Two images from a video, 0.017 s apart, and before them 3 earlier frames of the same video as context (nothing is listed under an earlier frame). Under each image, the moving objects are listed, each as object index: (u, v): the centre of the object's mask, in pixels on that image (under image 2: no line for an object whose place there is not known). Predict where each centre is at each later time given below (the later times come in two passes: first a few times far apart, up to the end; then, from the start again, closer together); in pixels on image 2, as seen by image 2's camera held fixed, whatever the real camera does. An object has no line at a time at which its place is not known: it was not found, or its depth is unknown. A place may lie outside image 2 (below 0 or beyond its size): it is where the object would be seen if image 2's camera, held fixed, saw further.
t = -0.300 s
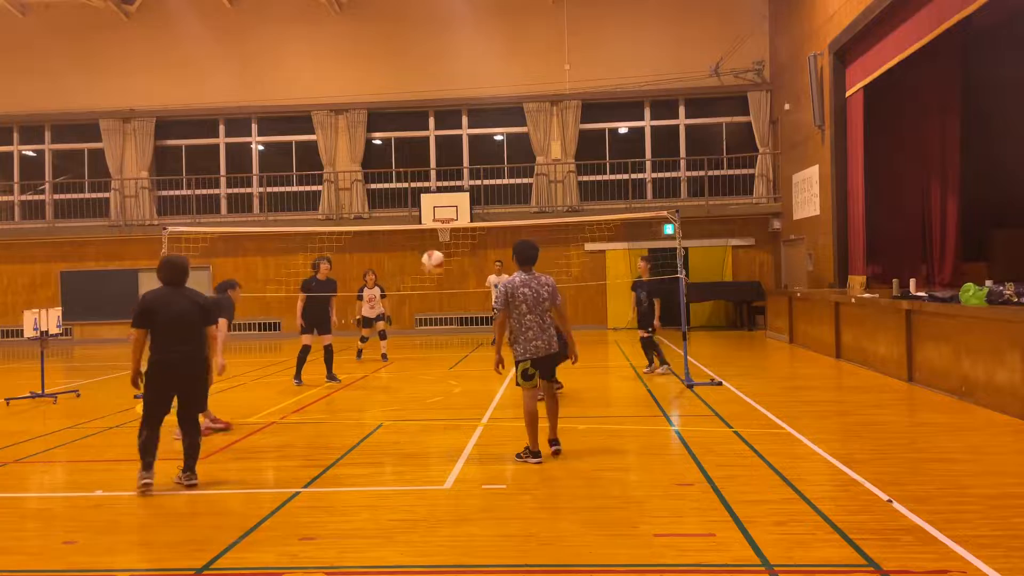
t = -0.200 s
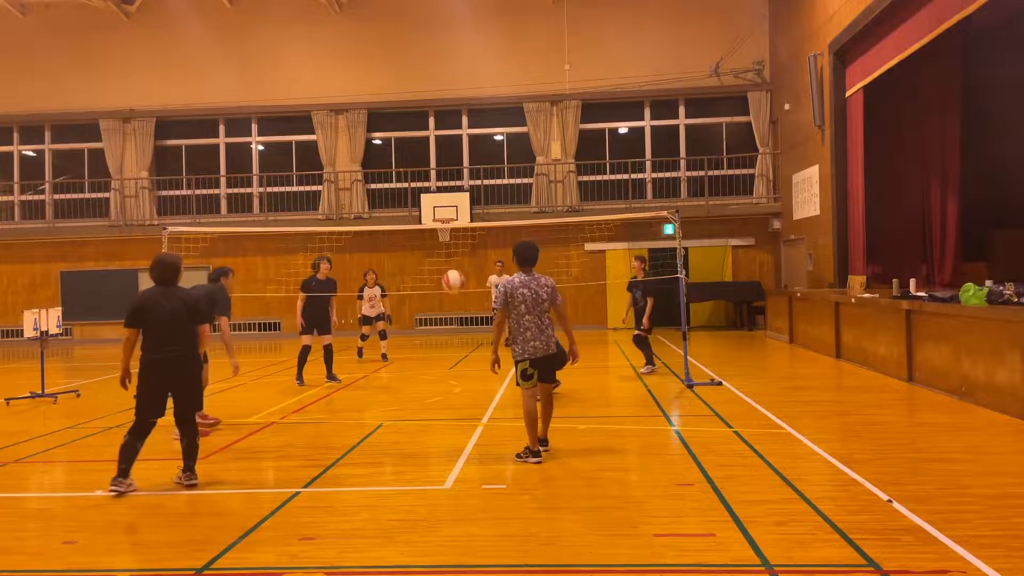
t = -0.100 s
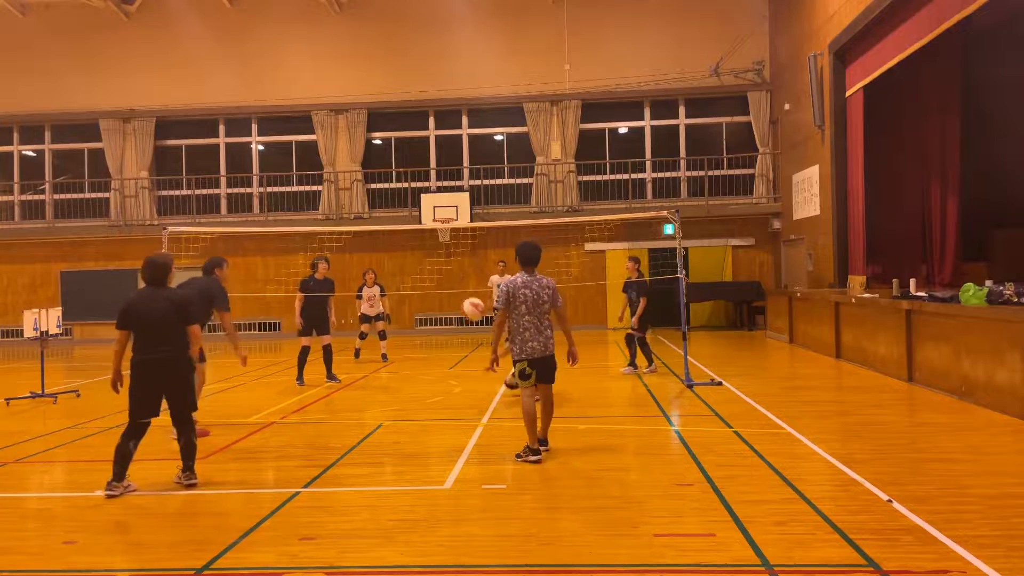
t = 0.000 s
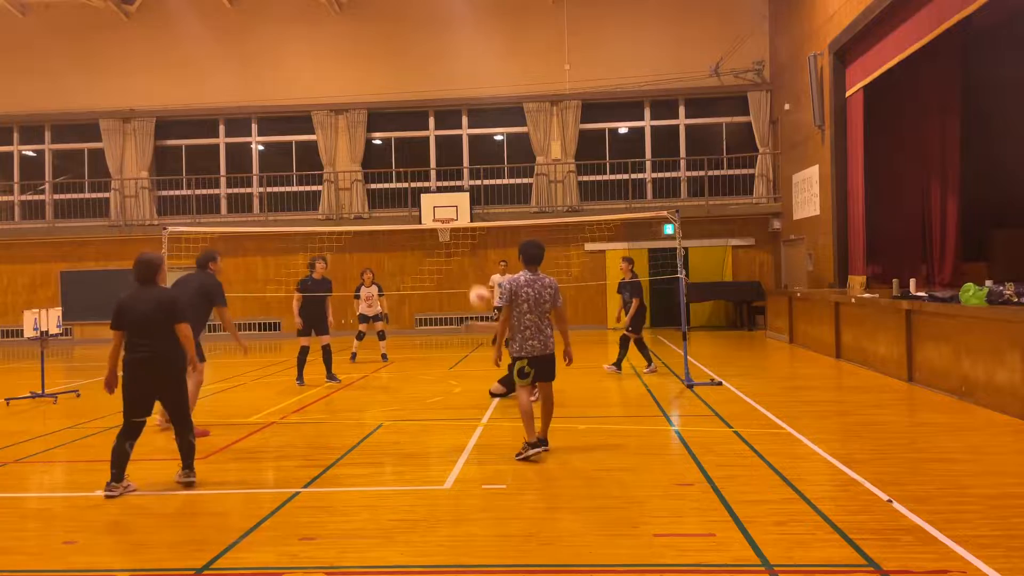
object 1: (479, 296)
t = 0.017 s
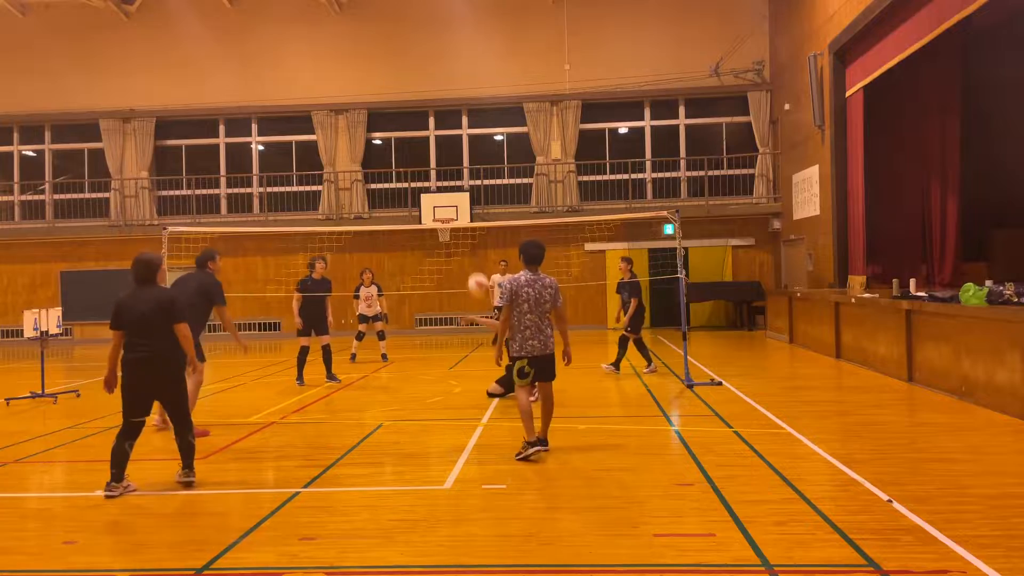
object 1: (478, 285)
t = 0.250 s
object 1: (456, 143)
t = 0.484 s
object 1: (435, 57)
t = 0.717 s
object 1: (417, 24)
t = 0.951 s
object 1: (404, 39)
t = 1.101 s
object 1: (394, 73)
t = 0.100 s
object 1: (471, 228)
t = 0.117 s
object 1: (469, 218)
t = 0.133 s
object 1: (468, 207)
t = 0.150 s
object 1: (466, 196)
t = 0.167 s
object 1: (465, 187)
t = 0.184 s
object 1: (463, 178)
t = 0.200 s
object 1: (461, 169)
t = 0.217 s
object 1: (459, 160)
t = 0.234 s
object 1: (458, 151)
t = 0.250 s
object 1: (456, 143)
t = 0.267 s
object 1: (454, 135)
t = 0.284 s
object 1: (453, 127)
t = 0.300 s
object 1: (451, 119)
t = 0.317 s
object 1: (450, 113)
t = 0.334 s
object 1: (448, 106)
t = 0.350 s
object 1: (447, 100)
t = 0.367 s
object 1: (446, 93)
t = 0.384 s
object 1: (444, 87)
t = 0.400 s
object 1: (442, 81)
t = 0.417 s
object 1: (440, 76)
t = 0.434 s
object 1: (439, 71)
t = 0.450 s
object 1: (438, 66)
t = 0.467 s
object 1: (436, 61)
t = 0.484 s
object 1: (435, 57)
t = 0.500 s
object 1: (434, 52)
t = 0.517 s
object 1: (432, 49)
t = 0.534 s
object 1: (431, 46)
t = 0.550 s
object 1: (430, 43)
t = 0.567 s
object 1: (428, 40)
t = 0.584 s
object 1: (427, 37)
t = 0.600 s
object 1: (426, 34)
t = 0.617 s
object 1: (424, 32)
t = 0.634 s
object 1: (423, 30)
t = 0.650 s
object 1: (422, 29)
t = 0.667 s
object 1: (421, 27)
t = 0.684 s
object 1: (420, 25)
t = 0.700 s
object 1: (419, 24)
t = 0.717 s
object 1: (417, 24)
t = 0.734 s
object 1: (416, 23)
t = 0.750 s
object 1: (415, 23)
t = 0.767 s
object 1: (414, 23)
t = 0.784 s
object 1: (413, 24)
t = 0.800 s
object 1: (412, 24)
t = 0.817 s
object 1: (411, 25)
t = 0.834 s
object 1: (410, 26)
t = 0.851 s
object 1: (409, 27)
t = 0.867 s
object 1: (408, 28)
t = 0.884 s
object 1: (407, 30)
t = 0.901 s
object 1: (406, 31)
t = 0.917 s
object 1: (405, 34)
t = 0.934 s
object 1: (404, 36)
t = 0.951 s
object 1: (404, 39)
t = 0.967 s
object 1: (403, 42)
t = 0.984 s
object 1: (401, 45)
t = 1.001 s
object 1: (401, 48)
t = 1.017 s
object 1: (399, 52)
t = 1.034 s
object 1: (398, 56)
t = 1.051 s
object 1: (397, 60)
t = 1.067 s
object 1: (396, 64)
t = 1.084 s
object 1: (394, 69)
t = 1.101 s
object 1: (394, 73)
